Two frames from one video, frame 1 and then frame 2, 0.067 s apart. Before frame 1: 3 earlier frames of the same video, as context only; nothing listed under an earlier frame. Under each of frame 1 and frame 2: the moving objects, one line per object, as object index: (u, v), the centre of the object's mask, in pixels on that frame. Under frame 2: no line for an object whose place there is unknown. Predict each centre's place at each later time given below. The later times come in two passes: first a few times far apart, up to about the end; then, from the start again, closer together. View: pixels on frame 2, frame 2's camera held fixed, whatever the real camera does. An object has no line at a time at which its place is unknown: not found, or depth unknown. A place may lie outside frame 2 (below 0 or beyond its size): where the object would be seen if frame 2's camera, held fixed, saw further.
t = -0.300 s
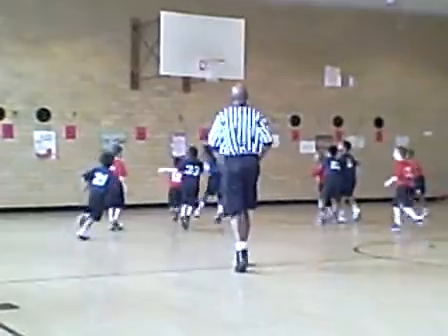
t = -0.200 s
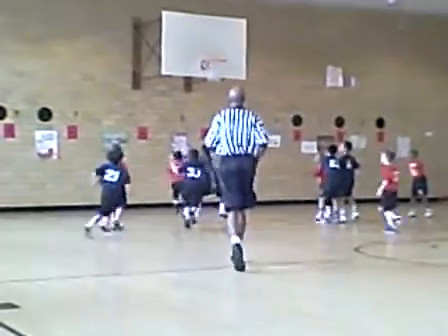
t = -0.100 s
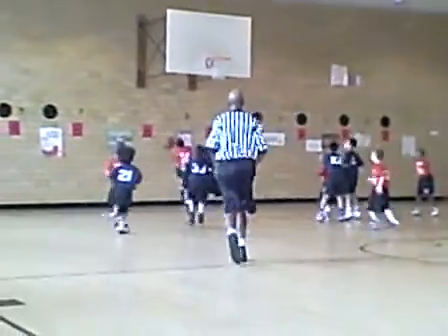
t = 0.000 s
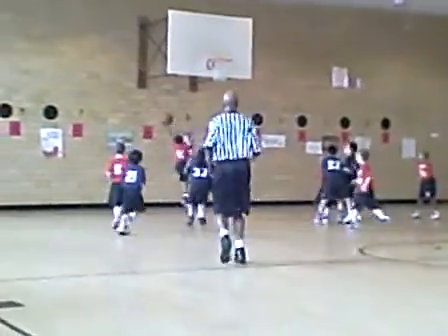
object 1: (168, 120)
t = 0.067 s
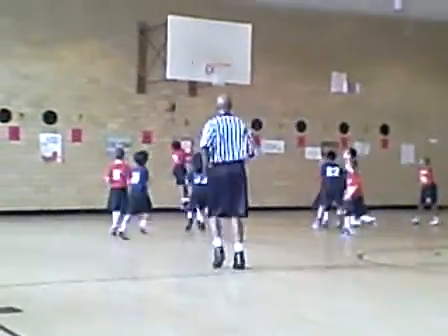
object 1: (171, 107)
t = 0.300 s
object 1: (187, 63)
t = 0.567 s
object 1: (204, 50)
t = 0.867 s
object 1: (222, 60)
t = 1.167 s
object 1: (210, 59)
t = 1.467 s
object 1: (210, 59)
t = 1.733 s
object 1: (214, 60)
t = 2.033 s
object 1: (220, 61)
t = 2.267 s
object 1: (224, 70)
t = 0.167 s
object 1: (178, 84)
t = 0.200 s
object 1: (180, 78)
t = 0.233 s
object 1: (182, 72)
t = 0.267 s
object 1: (184, 67)
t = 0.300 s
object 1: (187, 63)
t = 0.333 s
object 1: (189, 59)
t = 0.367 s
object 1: (191, 56)
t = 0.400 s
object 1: (194, 54)
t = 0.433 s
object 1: (195, 52)
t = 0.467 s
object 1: (197, 50)
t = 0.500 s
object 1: (199, 50)
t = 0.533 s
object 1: (202, 50)
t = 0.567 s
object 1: (204, 50)
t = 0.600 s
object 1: (207, 50)
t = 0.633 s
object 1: (210, 50)
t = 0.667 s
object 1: (213, 51)
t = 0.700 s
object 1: (216, 53)
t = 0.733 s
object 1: (219, 55)
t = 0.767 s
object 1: (222, 58)
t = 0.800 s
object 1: (225, 61)
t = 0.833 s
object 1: (224, 61)
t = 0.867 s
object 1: (222, 60)
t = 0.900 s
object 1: (219, 61)
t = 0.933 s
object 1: (217, 61)
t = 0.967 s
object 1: (215, 61)
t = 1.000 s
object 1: (214, 59)
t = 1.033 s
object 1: (213, 59)
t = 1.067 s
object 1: (212, 59)
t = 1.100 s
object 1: (210, 59)
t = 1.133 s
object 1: (209, 59)
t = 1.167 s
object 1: (210, 59)
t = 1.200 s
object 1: (210, 58)
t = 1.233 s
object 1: (210, 58)
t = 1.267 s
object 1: (210, 59)
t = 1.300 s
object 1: (210, 59)
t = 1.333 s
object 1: (210, 59)
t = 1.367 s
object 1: (210, 59)
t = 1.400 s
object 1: (211, 58)
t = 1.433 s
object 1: (210, 59)
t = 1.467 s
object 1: (210, 59)
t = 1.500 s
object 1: (210, 59)
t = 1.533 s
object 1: (211, 60)
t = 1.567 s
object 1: (212, 60)
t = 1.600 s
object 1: (213, 60)
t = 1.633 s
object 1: (213, 60)
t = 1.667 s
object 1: (213, 60)
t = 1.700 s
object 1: (214, 60)
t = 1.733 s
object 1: (214, 60)
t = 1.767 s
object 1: (215, 60)
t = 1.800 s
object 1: (216, 60)
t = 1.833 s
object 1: (216, 61)
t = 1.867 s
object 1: (217, 60)
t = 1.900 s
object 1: (217, 61)
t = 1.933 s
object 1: (218, 61)
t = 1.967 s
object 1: (218, 60)
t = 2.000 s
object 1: (219, 61)
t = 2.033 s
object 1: (220, 61)
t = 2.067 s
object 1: (220, 61)
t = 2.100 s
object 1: (221, 62)
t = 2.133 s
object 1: (222, 62)
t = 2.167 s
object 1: (222, 64)
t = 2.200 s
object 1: (223, 65)
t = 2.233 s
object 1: (223, 67)
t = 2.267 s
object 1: (224, 70)
